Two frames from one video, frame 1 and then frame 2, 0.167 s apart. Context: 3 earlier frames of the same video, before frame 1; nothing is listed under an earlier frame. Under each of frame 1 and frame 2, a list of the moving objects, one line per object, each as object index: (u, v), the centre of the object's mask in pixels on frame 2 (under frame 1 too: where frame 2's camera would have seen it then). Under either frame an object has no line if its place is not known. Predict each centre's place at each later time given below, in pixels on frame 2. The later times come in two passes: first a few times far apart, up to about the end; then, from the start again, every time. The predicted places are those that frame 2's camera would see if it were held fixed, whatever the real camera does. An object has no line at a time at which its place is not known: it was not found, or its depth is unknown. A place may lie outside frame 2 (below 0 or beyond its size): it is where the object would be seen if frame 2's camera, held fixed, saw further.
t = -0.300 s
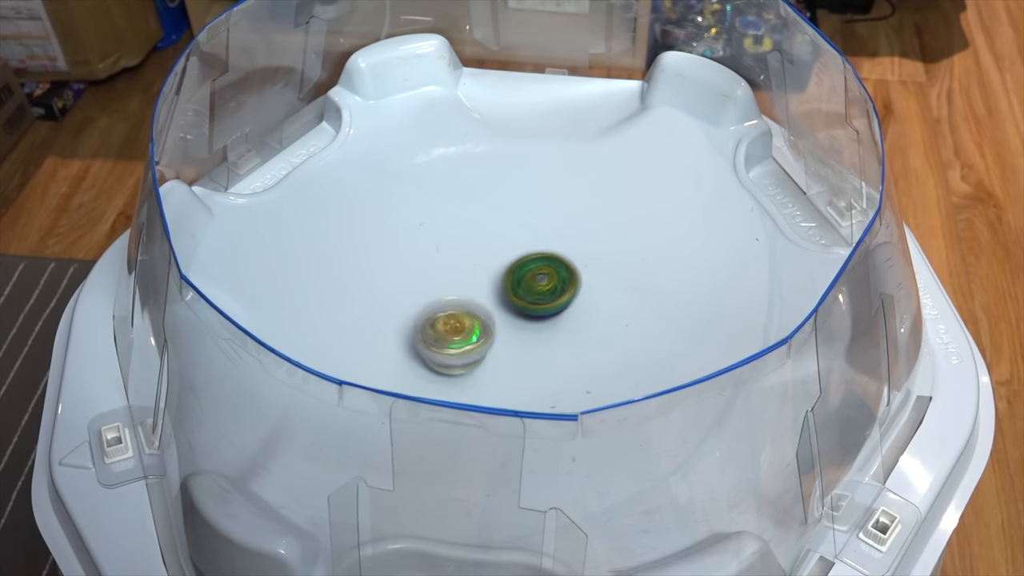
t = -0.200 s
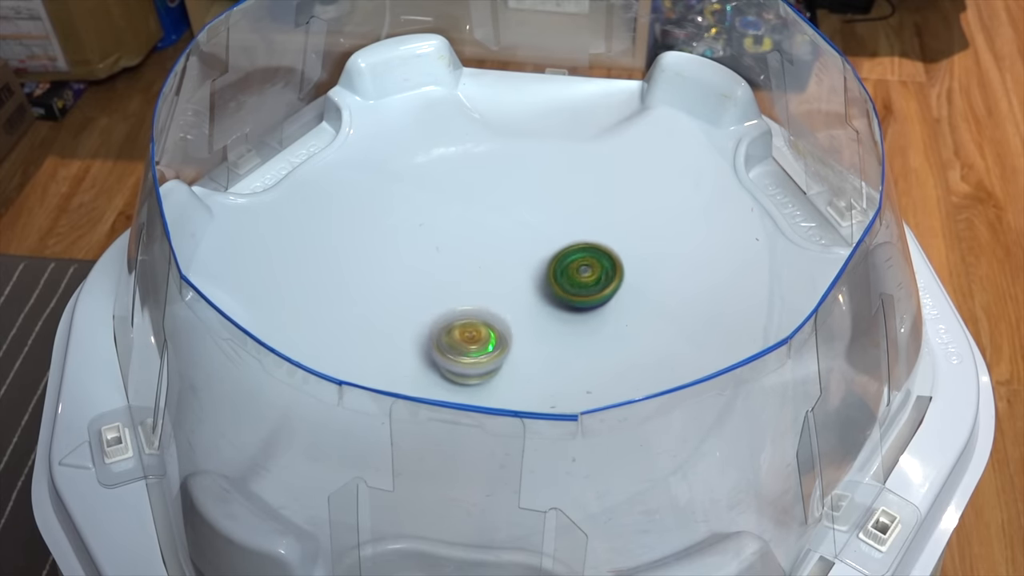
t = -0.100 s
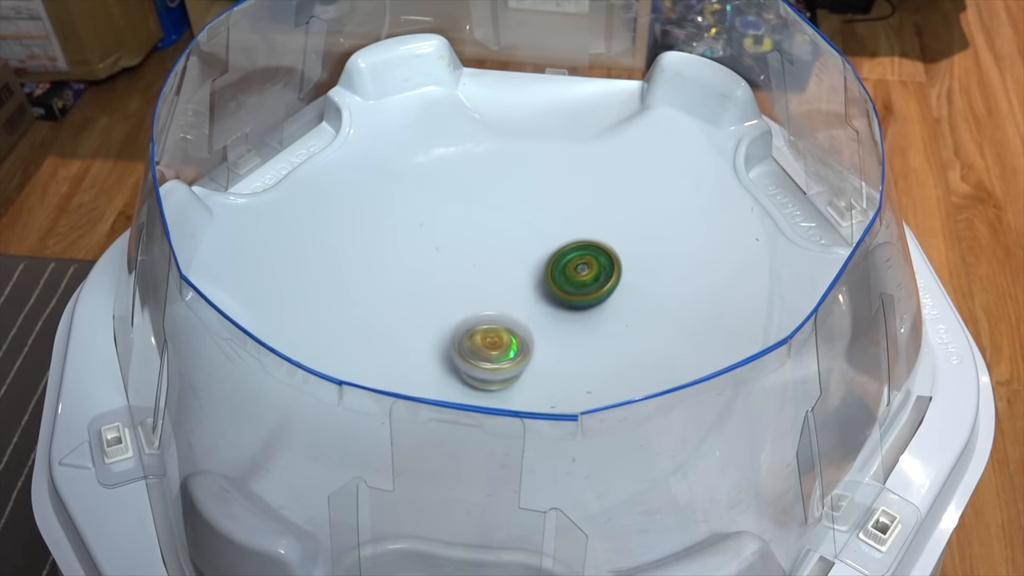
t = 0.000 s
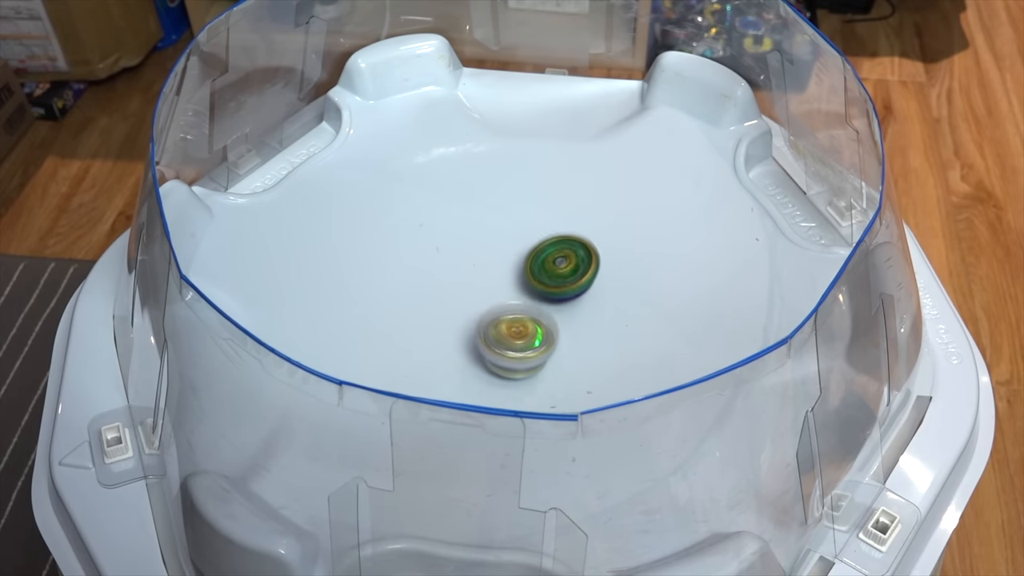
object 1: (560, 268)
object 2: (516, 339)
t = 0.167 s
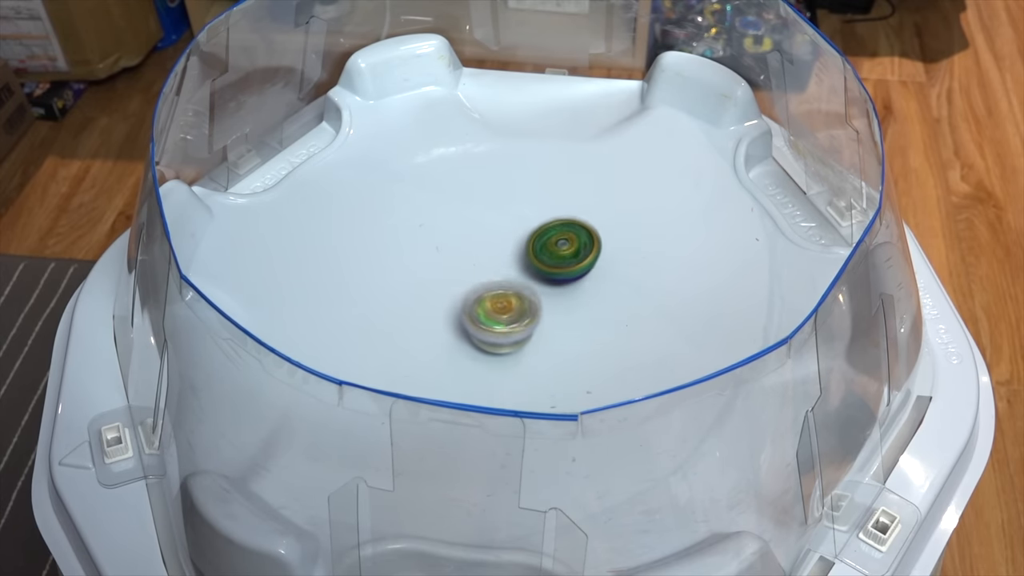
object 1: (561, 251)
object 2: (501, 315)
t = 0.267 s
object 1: (563, 259)
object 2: (467, 310)
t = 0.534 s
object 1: (541, 296)
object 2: (443, 351)
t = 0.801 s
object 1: (545, 265)
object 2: (560, 363)
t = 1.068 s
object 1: (478, 246)
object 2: (580, 285)
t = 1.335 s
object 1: (380, 263)
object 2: (559, 234)
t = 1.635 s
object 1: (391, 347)
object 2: (520, 292)
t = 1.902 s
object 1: (475, 348)
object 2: (645, 275)
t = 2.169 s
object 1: (519, 310)
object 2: (588, 224)
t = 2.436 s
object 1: (531, 314)
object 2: (427, 297)
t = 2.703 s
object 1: (545, 306)
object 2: (524, 430)
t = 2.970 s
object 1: (537, 304)
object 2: (711, 338)
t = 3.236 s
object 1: (516, 309)
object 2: (525, 179)
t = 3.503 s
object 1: (499, 315)
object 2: (235, 232)
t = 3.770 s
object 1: (495, 315)
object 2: (325, 394)
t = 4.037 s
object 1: (505, 308)
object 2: (721, 364)
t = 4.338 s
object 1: (521, 298)
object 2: (703, 99)
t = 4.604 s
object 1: (531, 296)
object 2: (350, 193)
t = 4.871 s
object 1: (527, 303)
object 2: (238, 398)
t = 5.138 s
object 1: (519, 312)
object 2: (497, 486)
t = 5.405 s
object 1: (507, 317)
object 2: (809, 412)
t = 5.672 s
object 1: (501, 315)
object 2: (691, 280)
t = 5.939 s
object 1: (505, 308)
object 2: (403, 206)
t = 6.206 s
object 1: (515, 301)
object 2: (228, 311)
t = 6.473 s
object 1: (525, 298)
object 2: (256, 396)
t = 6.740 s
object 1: (527, 302)
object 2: (440, 412)
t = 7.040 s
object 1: (520, 309)
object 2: (660, 246)
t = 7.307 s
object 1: (510, 312)
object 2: (537, 116)
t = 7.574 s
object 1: (504, 310)
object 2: (399, 177)
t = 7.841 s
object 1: (507, 306)
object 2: (448, 403)
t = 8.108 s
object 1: (517, 304)
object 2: (759, 412)
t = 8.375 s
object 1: (525, 305)
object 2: (806, 342)
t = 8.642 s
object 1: (518, 302)
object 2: (594, 326)
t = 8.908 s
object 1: (444, 225)
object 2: (573, 375)
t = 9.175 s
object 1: (474, 222)
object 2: (480, 347)
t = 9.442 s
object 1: (513, 281)
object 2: (442, 261)
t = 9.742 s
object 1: (484, 351)
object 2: (487, 256)
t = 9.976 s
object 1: (439, 349)
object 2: (538, 305)
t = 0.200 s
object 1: (561, 251)
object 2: (490, 312)
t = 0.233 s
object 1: (563, 254)
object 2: (478, 311)
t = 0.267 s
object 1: (563, 259)
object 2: (467, 310)
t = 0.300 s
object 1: (562, 265)
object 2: (456, 311)
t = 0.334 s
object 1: (561, 270)
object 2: (447, 313)
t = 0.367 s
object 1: (558, 275)
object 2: (439, 317)
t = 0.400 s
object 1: (555, 281)
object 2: (434, 322)
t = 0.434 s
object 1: (553, 285)
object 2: (431, 328)
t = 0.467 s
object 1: (549, 289)
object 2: (431, 336)
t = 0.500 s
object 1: (545, 293)
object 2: (435, 343)
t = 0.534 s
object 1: (541, 296)
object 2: (443, 351)
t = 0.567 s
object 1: (537, 299)
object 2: (455, 357)
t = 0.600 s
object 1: (535, 302)
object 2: (471, 361)
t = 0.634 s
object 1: (532, 303)
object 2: (491, 361)
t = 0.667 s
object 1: (534, 301)
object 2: (510, 358)
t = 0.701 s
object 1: (537, 296)
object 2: (525, 357)
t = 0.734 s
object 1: (541, 293)
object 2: (540, 352)
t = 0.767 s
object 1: (544, 279)
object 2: (551, 359)
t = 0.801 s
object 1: (545, 265)
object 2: (560, 363)
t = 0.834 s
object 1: (545, 255)
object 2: (569, 364)
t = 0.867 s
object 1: (539, 249)
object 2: (579, 360)
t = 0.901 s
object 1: (529, 246)
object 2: (587, 354)
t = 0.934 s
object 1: (517, 244)
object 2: (594, 344)
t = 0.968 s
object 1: (504, 241)
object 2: (597, 331)
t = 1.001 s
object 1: (492, 241)
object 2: (596, 316)
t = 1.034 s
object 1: (483, 242)
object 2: (590, 300)
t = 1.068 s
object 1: (478, 246)
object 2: (580, 285)
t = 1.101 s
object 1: (473, 251)
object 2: (564, 270)
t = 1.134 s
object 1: (469, 255)
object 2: (549, 257)
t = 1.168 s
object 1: (438, 251)
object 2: (560, 250)
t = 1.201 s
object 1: (413, 249)
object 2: (568, 245)
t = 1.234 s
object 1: (395, 249)
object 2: (571, 241)
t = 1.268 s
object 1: (385, 252)
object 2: (571, 237)
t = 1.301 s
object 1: (381, 257)
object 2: (568, 235)
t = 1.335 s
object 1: (380, 263)
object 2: (559, 234)
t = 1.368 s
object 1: (379, 272)
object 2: (548, 234)
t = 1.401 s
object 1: (381, 282)
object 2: (535, 235)
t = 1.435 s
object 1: (386, 291)
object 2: (518, 241)
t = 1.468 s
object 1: (394, 301)
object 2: (503, 248)
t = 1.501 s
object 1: (405, 309)
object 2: (488, 261)
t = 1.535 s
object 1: (412, 316)
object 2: (477, 274)
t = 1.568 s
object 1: (398, 329)
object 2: (488, 279)
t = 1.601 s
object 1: (392, 339)
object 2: (503, 286)
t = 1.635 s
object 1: (391, 347)
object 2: (520, 292)
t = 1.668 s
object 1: (395, 353)
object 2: (539, 298)
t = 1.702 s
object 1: (404, 356)
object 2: (560, 301)
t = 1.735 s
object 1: (415, 358)
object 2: (579, 301)
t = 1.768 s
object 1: (429, 358)
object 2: (598, 300)
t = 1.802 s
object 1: (442, 356)
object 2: (614, 296)
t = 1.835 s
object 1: (454, 355)
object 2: (627, 290)
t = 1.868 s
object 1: (464, 352)
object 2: (637, 283)
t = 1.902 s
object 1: (475, 348)
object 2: (645, 275)
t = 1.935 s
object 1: (484, 344)
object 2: (649, 267)
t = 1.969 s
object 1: (491, 339)
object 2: (650, 257)
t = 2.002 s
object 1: (498, 334)
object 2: (650, 248)
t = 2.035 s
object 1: (504, 329)
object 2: (644, 240)
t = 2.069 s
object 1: (509, 324)
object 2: (637, 233)
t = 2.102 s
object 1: (514, 319)
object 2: (623, 227)
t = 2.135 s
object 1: (517, 315)
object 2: (607, 224)
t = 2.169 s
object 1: (519, 310)
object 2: (588, 224)
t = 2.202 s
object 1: (521, 306)
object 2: (564, 227)
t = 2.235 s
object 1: (524, 303)
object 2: (540, 234)
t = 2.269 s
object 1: (522, 309)
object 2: (517, 237)
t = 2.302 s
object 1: (522, 313)
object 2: (494, 243)
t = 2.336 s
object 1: (523, 314)
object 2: (473, 252)
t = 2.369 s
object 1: (525, 315)
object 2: (454, 264)
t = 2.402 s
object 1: (528, 315)
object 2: (439, 280)
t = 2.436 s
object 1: (531, 314)
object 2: (427, 297)
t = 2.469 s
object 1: (533, 313)
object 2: (420, 317)
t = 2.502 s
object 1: (536, 312)
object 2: (416, 337)
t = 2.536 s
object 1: (538, 312)
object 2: (419, 355)
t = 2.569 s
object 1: (540, 311)
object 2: (433, 369)
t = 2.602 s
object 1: (542, 309)
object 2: (447, 393)
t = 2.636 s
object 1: (544, 308)
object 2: (468, 409)
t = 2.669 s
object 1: (545, 306)
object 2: (494, 421)
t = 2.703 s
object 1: (545, 306)
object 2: (524, 430)
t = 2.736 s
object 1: (545, 305)
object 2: (555, 435)
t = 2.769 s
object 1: (545, 305)
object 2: (588, 435)
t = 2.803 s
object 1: (545, 304)
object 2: (619, 429)
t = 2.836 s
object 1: (544, 303)
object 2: (646, 419)
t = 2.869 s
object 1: (543, 303)
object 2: (671, 405)
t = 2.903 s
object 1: (541, 303)
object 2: (691, 386)
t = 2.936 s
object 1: (540, 303)
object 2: (705, 365)
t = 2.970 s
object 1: (537, 304)
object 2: (711, 338)
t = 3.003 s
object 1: (535, 304)
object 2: (710, 316)
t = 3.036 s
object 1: (532, 305)
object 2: (700, 291)
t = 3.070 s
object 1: (529, 306)
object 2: (685, 267)
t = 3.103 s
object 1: (527, 307)
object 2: (661, 244)
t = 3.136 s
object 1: (524, 307)
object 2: (636, 223)
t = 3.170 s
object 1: (522, 308)
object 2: (602, 205)
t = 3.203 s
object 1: (520, 308)
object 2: (565, 190)
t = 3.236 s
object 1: (516, 309)
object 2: (525, 179)
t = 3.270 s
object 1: (513, 310)
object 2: (485, 172)
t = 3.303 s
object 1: (511, 311)
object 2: (444, 168)
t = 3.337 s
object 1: (509, 312)
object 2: (404, 169)
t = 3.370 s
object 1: (506, 313)
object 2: (366, 174)
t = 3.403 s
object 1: (505, 314)
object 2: (331, 184)
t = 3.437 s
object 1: (502, 314)
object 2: (296, 197)
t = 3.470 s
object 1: (501, 315)
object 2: (264, 214)
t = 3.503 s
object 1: (499, 315)
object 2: (235, 232)
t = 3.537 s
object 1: (498, 316)
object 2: (215, 253)
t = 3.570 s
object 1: (497, 316)
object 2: (198, 285)
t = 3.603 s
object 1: (496, 317)
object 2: (188, 323)
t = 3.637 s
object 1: (495, 316)
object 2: (200, 337)
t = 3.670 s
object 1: (494, 316)
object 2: (225, 359)
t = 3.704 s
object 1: (494, 316)
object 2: (253, 372)
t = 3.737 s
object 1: (494, 315)
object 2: (287, 383)
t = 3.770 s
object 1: (495, 315)
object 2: (325, 394)
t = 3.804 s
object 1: (496, 314)
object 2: (370, 407)
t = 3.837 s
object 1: (497, 314)
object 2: (415, 418)
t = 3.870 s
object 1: (498, 313)
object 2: (464, 427)
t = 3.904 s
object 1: (500, 312)
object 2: (521, 428)
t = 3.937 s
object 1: (501, 311)
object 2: (575, 421)
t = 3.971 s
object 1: (503, 310)
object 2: (626, 408)
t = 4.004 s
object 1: (504, 309)
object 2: (677, 388)
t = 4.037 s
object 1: (505, 308)
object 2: (721, 364)
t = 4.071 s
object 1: (508, 307)
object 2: (760, 332)
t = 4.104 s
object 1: (509, 305)
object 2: (791, 302)
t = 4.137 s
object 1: (510, 304)
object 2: (809, 268)
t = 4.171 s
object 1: (512, 303)
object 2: (824, 231)
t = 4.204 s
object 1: (514, 302)
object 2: (809, 195)
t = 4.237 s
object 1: (515, 301)
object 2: (786, 165)
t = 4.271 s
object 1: (518, 301)
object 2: (759, 147)
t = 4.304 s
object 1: (520, 298)
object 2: (737, 116)
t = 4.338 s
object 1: (521, 298)
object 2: (703, 99)
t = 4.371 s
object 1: (524, 296)
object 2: (662, 94)
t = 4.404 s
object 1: (525, 295)
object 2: (614, 103)
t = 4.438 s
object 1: (527, 294)
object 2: (567, 121)
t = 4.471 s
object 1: (528, 295)
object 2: (527, 142)
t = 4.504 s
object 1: (530, 293)
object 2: (483, 147)
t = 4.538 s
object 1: (531, 295)
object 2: (438, 163)
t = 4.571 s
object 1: (530, 296)
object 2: (394, 176)
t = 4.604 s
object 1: (531, 296)
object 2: (350, 193)
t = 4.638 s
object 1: (531, 297)
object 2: (307, 211)
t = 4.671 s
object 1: (531, 297)
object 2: (267, 231)
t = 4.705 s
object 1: (532, 298)
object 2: (228, 251)
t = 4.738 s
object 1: (532, 298)
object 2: (201, 276)
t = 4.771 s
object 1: (531, 299)
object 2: (183, 317)
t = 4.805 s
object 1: (530, 300)
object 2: (200, 349)
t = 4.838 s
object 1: (529, 302)
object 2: (213, 370)
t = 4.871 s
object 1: (527, 303)
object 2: (238, 398)
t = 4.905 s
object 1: (526, 304)
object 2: (263, 414)
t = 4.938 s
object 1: (526, 305)
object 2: (286, 421)
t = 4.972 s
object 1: (525, 306)
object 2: (313, 438)
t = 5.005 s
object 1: (524, 307)
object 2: (343, 448)
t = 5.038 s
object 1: (523, 309)
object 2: (378, 463)
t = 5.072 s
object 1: (522, 310)
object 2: (414, 472)
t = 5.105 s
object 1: (520, 311)
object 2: (453, 479)
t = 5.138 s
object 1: (519, 312)
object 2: (497, 486)
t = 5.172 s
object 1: (518, 313)
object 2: (542, 487)
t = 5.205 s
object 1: (516, 314)
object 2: (587, 485)
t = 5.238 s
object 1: (514, 314)
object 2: (628, 478)
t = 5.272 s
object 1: (513, 315)
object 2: (668, 466)
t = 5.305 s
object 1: (511, 316)
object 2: (712, 454)
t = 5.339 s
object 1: (510, 317)
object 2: (752, 445)
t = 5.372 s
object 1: (508, 317)
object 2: (778, 429)
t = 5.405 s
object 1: (507, 317)
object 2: (809, 412)
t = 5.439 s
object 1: (506, 317)
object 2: (821, 397)
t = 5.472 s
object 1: (505, 317)
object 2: (829, 375)
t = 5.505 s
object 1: (504, 317)
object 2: (830, 355)
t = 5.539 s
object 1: (503, 317)
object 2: (811, 326)
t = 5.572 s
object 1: (502, 317)
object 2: (782, 307)
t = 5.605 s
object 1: (501, 316)
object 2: (757, 305)
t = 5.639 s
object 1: (502, 316)
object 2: (724, 290)
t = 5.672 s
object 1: (501, 315)
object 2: (691, 280)
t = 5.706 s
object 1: (502, 314)
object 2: (660, 267)
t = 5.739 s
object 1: (501, 314)
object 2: (628, 254)
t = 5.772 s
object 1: (501, 313)
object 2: (591, 240)
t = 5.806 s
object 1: (502, 312)
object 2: (556, 228)
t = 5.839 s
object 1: (502, 311)
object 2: (517, 216)
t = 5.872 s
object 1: (504, 309)
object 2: (477, 209)
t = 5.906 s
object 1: (505, 309)
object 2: (441, 207)
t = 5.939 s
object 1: (505, 308)
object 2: (403, 206)
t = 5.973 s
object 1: (506, 307)
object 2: (367, 211)
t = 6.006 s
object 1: (507, 306)
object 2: (337, 219)
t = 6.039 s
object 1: (508, 305)
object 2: (306, 228)
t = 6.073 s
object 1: (510, 304)
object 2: (280, 241)
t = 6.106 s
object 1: (510, 303)
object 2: (263, 255)
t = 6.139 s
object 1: (512, 302)
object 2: (247, 269)
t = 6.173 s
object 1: (514, 301)
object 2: (238, 285)
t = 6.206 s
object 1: (515, 301)
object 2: (228, 311)
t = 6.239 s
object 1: (517, 301)
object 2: (216, 325)
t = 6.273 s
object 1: (518, 300)
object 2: (210, 338)
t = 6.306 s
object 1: (520, 299)
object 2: (213, 352)
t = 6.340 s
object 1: (520, 299)
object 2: (215, 363)
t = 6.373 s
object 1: (522, 299)
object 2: (219, 372)
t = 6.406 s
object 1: (523, 298)
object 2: (232, 383)
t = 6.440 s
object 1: (524, 298)
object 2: (243, 387)
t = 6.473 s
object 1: (525, 298)
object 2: (256, 396)
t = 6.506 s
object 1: (526, 298)
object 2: (270, 404)
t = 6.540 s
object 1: (526, 299)
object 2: (284, 400)
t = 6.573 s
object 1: (527, 299)
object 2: (304, 403)
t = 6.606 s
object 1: (527, 299)
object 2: (328, 404)
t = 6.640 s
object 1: (527, 300)
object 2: (351, 408)
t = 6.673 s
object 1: (527, 301)
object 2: (382, 410)
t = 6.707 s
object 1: (527, 301)
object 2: (409, 410)
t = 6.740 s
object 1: (527, 302)
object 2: (440, 412)
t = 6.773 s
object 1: (527, 303)
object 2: (476, 410)
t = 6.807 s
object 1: (526, 304)
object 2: (511, 406)
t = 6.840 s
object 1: (526, 304)
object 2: (549, 395)
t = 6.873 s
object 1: (525, 305)
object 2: (582, 378)
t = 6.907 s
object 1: (525, 306)
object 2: (610, 360)
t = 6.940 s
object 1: (524, 306)
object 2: (636, 334)
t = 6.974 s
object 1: (523, 307)
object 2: (649, 305)
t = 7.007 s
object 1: (522, 308)
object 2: (660, 276)
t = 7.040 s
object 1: (520, 309)
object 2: (660, 246)
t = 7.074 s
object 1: (519, 310)
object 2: (654, 221)
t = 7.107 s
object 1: (518, 310)
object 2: (647, 194)
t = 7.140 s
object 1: (516, 311)
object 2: (633, 175)
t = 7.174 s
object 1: (515, 311)
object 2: (616, 155)
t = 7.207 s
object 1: (514, 311)
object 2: (597, 140)
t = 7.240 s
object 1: (513, 311)
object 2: (579, 129)
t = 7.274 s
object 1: (511, 312)
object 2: (557, 120)
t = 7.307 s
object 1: (510, 312)
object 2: (537, 116)
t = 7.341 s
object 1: (509, 312)
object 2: (520, 114)
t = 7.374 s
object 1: (508, 312)
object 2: (501, 114)
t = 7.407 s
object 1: (507, 312)
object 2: (487, 117)
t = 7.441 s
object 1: (506, 312)
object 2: (469, 123)
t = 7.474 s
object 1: (505, 312)
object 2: (450, 132)
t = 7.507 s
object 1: (505, 312)
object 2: (434, 144)
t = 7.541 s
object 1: (504, 311)
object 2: (413, 158)
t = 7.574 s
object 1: (504, 310)
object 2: (399, 177)
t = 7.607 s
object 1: (504, 310)
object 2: (384, 197)
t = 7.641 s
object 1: (504, 309)
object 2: (374, 223)
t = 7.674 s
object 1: (504, 309)
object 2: (369, 252)
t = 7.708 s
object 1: (504, 308)
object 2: (367, 281)
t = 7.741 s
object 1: (504, 308)
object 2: (375, 315)
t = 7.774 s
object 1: (505, 307)
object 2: (390, 346)
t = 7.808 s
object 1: (506, 307)
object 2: (413, 377)
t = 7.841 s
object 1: (507, 306)
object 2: (448, 403)
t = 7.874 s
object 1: (508, 305)
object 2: (484, 419)
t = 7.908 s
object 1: (509, 305)
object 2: (530, 435)
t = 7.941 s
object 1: (509, 305)
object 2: (573, 439)
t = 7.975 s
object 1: (511, 304)
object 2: (618, 442)
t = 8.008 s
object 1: (512, 304)
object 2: (662, 437)
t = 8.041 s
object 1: (513, 304)
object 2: (699, 432)
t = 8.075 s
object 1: (514, 304)
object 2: (735, 422)
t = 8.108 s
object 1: (517, 304)
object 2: (759, 412)
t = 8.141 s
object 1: (518, 304)
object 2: (787, 409)
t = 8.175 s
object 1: (519, 304)
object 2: (801, 399)
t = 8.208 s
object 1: (520, 304)
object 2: (820, 395)
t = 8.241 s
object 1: (521, 303)
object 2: (834, 386)
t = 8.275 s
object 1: (522, 303)
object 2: (836, 375)
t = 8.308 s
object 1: (523, 304)
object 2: (839, 360)
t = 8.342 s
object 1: (523, 304)
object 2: (828, 351)
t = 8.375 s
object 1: (525, 305)
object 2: (806, 342)
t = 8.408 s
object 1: (525, 305)
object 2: (786, 342)
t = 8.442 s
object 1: (526, 305)
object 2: (759, 343)
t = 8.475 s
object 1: (527, 305)
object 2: (733, 343)
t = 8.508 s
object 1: (527, 305)
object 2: (700, 340)
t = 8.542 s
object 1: (527, 306)
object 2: (676, 339)
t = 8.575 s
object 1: (526, 306)
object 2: (643, 335)
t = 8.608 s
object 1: (526, 307)
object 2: (615, 328)
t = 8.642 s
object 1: (518, 302)
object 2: (594, 326)
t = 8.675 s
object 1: (495, 282)
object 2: (591, 333)
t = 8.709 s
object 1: (477, 265)
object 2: (593, 340)
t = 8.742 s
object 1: (464, 253)
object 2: (594, 347)
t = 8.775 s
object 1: (456, 244)
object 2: (591, 355)
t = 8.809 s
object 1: (451, 239)
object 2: (587, 360)
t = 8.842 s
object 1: (447, 234)
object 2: (586, 366)
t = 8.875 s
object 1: (445, 230)
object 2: (582, 371)
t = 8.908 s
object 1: (444, 225)
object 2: (573, 375)
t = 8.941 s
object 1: (444, 221)
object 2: (563, 376)
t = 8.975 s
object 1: (446, 219)
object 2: (554, 375)
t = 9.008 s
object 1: (449, 217)
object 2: (545, 376)
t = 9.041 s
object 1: (452, 216)
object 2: (530, 373)
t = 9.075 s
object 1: (457, 216)
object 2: (520, 368)
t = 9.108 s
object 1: (463, 216)
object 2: (509, 365)
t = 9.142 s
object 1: (468, 218)
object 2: (495, 357)
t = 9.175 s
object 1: (474, 222)
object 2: (480, 347)
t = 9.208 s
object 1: (482, 227)
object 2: (473, 335)
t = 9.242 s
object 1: (488, 233)
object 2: (464, 324)
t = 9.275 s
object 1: (493, 240)
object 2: (455, 313)
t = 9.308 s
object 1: (499, 246)
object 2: (449, 301)
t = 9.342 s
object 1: (505, 253)
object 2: (447, 291)
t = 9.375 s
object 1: (510, 262)
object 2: (443, 280)
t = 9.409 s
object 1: (511, 272)
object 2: (439, 271)
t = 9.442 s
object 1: (513, 281)
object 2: (442, 261)
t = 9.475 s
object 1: (514, 291)
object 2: (447, 255)
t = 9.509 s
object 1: (514, 300)
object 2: (450, 250)
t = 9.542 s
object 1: (512, 310)
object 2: (453, 247)
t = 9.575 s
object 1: (510, 318)
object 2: (458, 244)
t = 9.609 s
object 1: (507, 326)
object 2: (463, 245)
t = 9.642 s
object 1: (502, 334)
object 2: (468, 248)
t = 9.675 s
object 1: (497, 341)
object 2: (472, 249)
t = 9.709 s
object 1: (491, 347)
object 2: (478, 253)
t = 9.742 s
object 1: (484, 351)
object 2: (487, 256)
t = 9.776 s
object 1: (477, 354)
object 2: (492, 262)
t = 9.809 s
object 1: (470, 356)
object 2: (501, 268)
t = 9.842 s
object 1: (463, 357)
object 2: (510, 273)
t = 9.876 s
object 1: (456, 356)
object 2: (519, 282)
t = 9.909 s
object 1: (449, 355)
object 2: (526, 290)
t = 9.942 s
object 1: (444, 352)
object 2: (532, 297)
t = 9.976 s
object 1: (439, 349)
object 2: (538, 305)
